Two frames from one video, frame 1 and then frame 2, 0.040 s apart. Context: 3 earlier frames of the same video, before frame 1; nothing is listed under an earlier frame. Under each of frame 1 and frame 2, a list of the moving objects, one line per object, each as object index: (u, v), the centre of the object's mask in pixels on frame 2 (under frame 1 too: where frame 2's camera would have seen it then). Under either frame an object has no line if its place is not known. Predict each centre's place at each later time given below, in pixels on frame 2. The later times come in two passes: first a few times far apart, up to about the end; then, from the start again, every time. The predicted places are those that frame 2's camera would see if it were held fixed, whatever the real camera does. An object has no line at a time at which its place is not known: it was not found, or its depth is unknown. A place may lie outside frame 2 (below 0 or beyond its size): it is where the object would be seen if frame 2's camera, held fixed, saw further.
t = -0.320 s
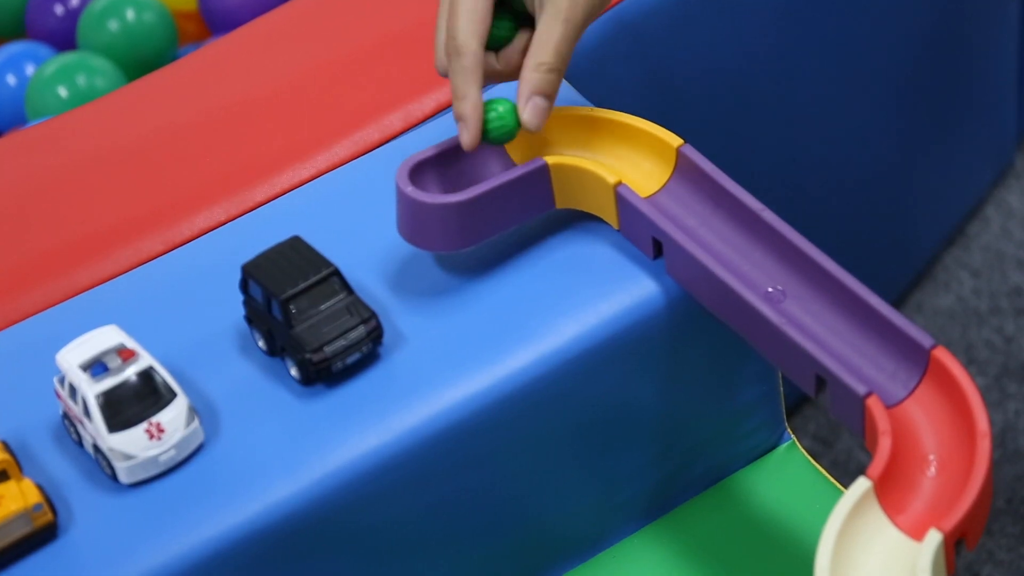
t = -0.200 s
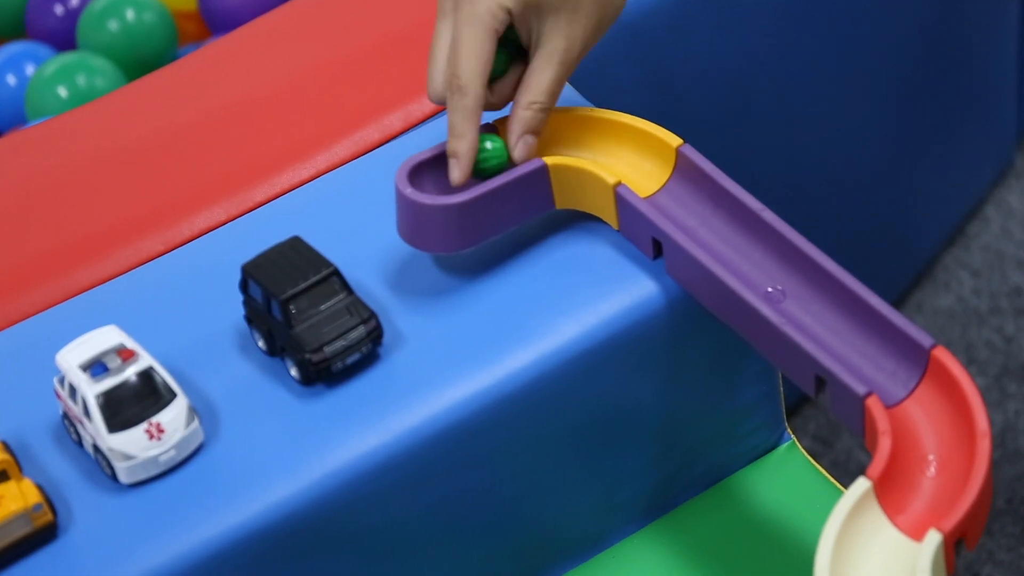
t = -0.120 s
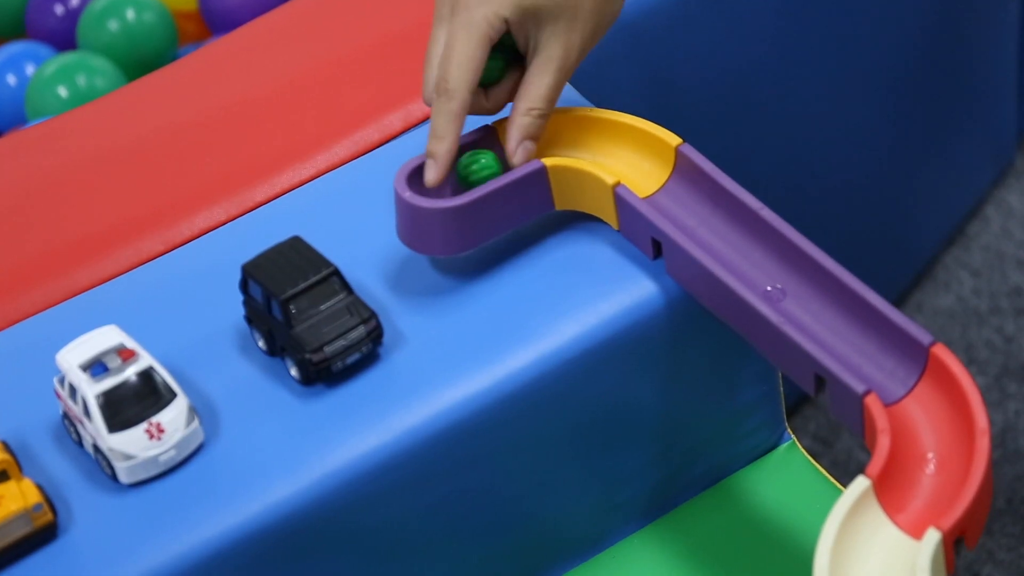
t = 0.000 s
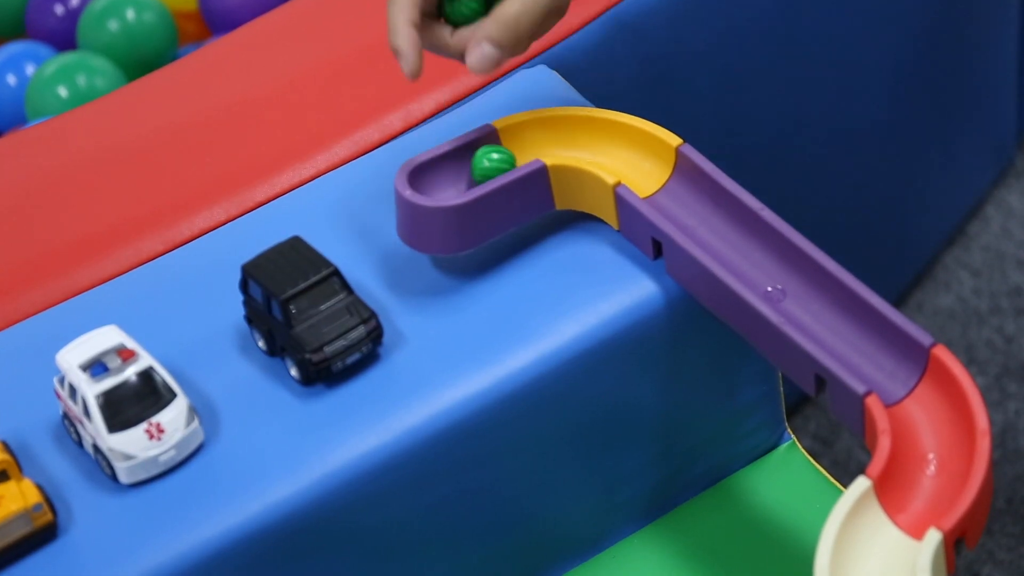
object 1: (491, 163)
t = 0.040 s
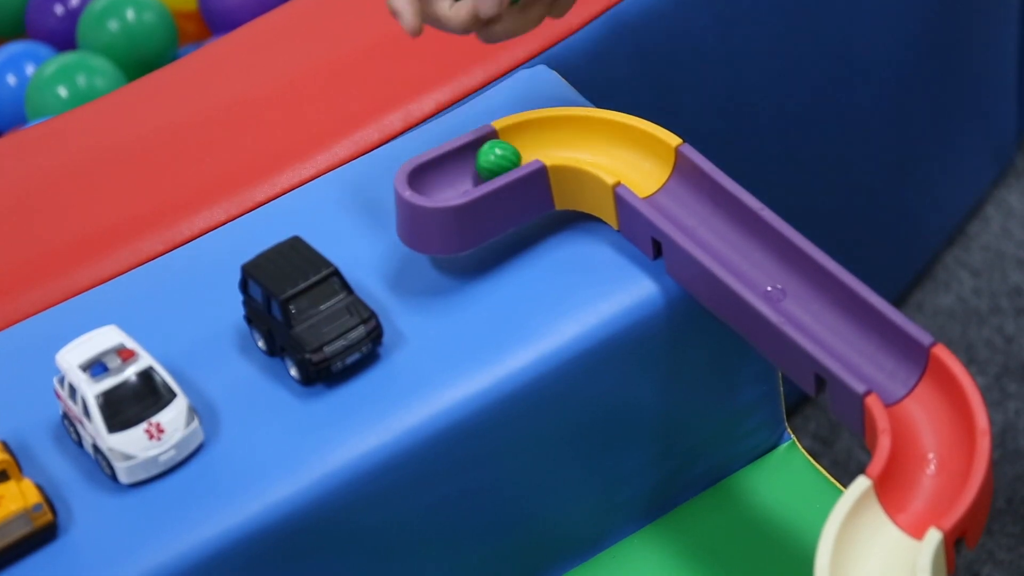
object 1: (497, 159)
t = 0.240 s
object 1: (571, 139)
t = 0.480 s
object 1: (735, 246)
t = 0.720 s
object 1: (936, 482)
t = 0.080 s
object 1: (504, 153)
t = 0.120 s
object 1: (516, 150)
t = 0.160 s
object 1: (531, 147)
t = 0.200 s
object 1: (550, 143)
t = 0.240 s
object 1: (571, 139)
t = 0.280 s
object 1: (595, 143)
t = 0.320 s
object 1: (623, 155)
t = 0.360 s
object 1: (653, 170)
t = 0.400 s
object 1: (677, 196)
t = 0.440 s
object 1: (701, 221)
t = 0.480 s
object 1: (735, 246)
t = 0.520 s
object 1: (773, 275)
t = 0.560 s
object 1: (811, 309)
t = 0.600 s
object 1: (854, 343)
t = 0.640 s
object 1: (902, 383)
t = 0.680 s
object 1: (945, 429)
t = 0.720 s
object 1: (936, 482)
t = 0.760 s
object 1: (889, 536)
